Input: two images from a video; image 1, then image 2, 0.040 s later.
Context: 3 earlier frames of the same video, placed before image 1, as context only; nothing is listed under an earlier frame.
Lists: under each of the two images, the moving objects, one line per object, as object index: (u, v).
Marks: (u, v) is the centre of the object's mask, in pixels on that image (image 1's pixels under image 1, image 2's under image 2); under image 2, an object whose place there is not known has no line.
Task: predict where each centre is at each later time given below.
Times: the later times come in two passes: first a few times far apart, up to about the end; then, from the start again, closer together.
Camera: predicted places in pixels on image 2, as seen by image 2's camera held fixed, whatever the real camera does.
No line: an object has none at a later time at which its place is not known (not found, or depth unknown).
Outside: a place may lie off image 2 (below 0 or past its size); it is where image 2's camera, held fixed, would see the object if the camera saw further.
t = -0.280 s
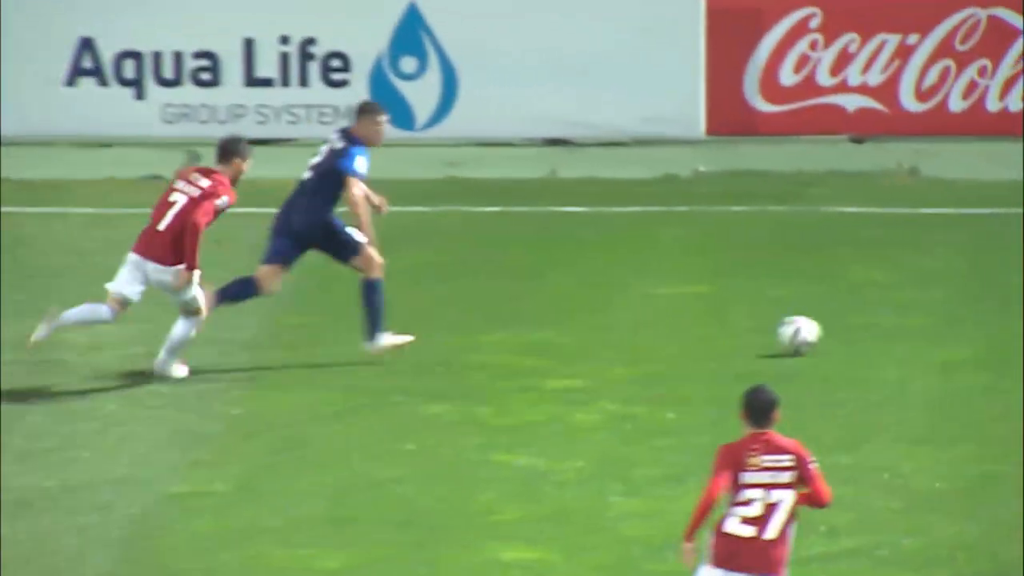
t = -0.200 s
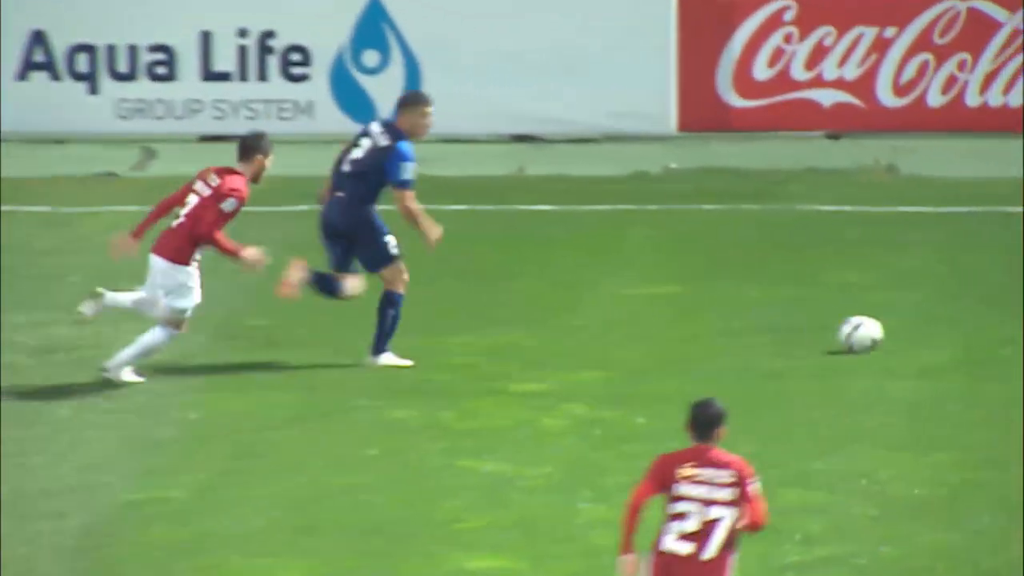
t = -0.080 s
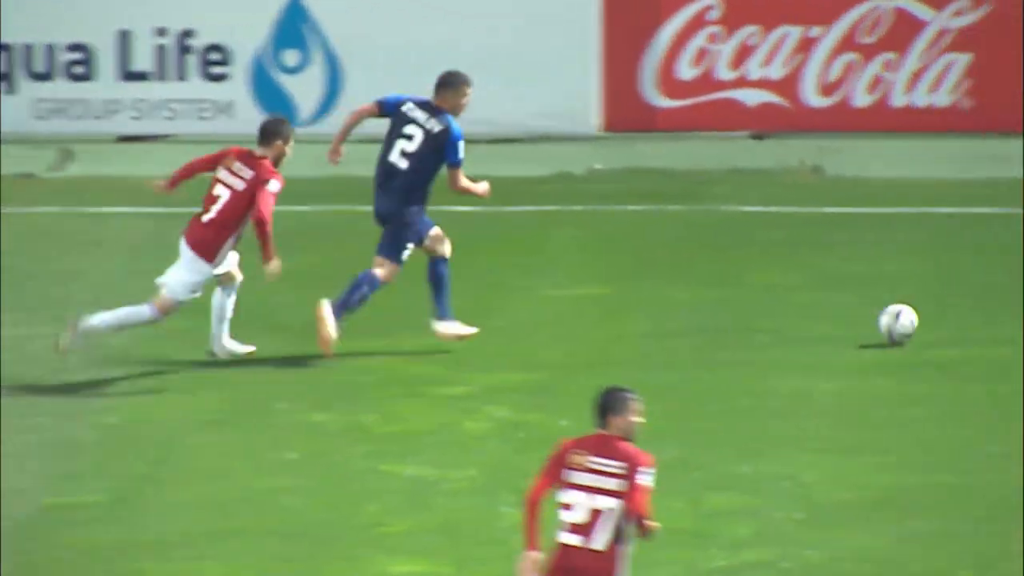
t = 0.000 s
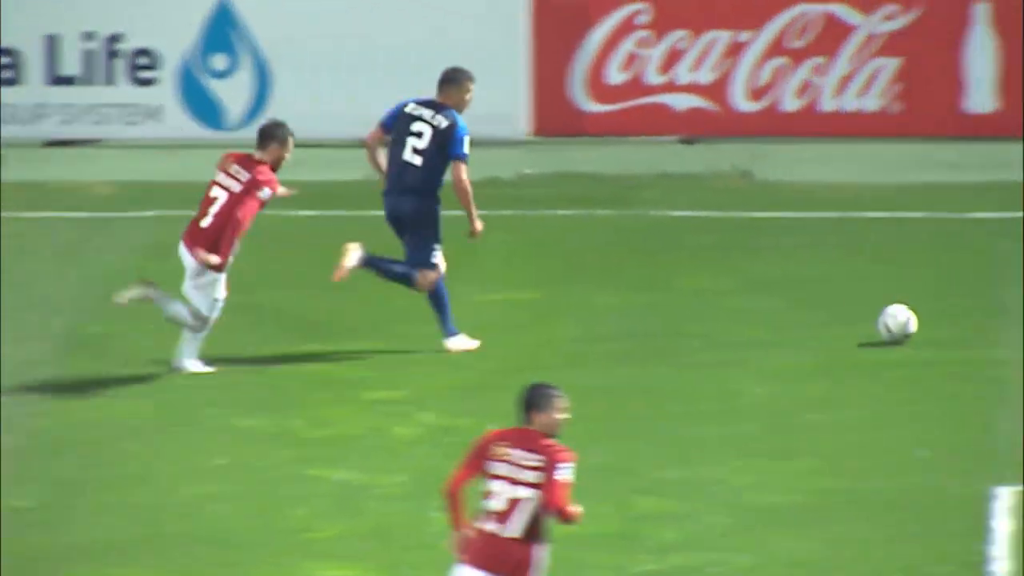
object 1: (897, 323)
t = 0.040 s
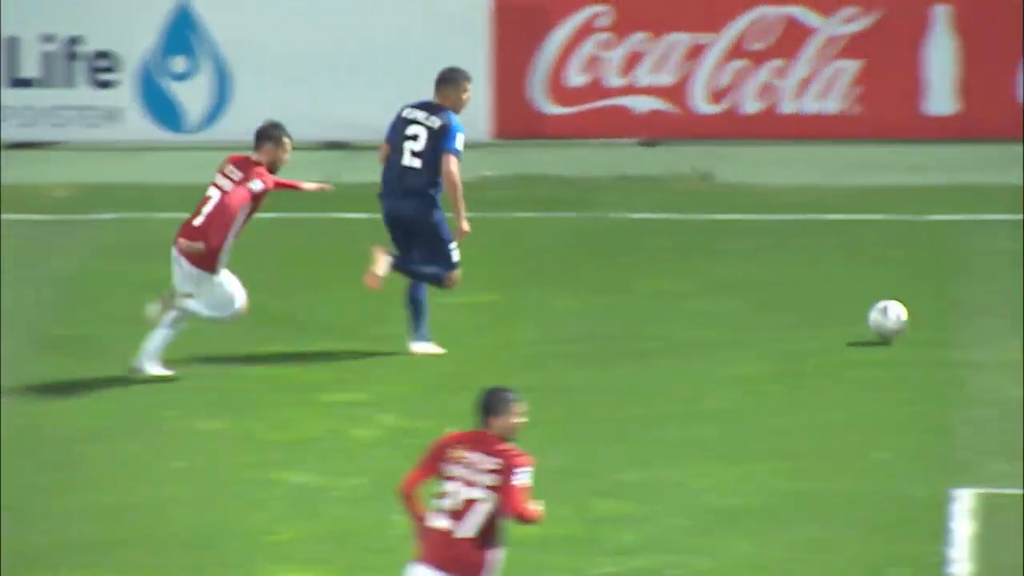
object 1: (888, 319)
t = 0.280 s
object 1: (1078, 312)
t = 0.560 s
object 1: (1302, 297)
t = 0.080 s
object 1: (920, 316)
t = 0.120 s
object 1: (951, 315)
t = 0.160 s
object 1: (983, 317)
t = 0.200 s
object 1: (1016, 317)
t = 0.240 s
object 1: (1047, 314)
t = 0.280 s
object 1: (1078, 312)
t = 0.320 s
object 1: (1111, 311)
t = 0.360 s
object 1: (1143, 306)
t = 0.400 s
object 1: (1173, 304)
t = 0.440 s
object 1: (1206, 304)
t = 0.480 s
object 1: (1238, 303)
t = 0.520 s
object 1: (1269, 299)
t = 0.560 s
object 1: (1302, 297)
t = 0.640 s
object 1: (1365, 294)
